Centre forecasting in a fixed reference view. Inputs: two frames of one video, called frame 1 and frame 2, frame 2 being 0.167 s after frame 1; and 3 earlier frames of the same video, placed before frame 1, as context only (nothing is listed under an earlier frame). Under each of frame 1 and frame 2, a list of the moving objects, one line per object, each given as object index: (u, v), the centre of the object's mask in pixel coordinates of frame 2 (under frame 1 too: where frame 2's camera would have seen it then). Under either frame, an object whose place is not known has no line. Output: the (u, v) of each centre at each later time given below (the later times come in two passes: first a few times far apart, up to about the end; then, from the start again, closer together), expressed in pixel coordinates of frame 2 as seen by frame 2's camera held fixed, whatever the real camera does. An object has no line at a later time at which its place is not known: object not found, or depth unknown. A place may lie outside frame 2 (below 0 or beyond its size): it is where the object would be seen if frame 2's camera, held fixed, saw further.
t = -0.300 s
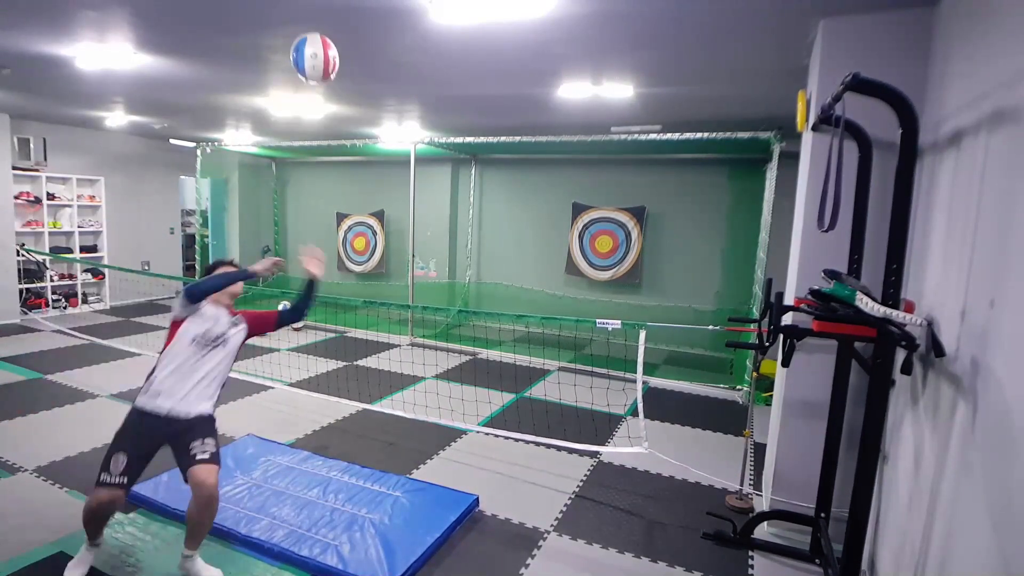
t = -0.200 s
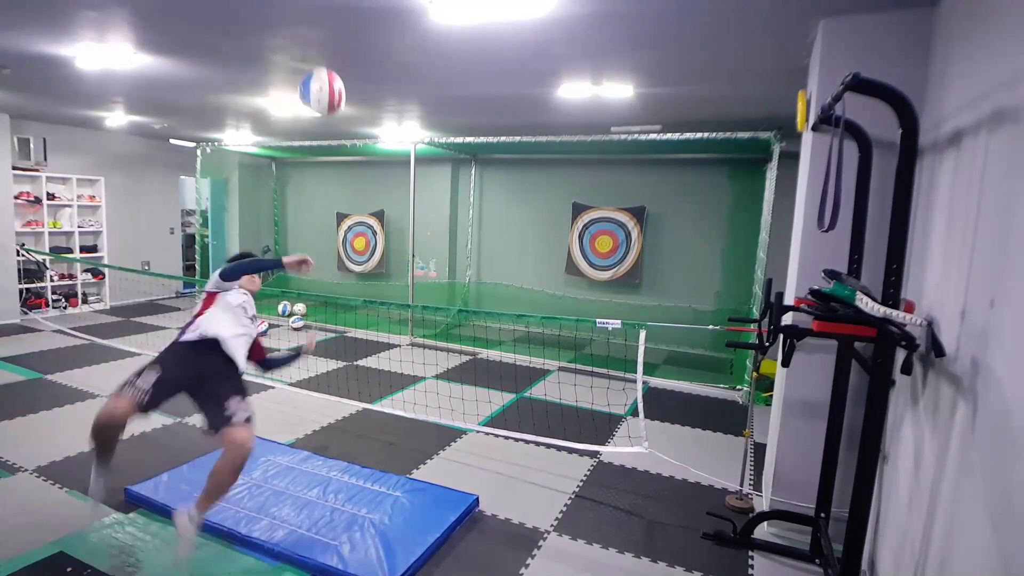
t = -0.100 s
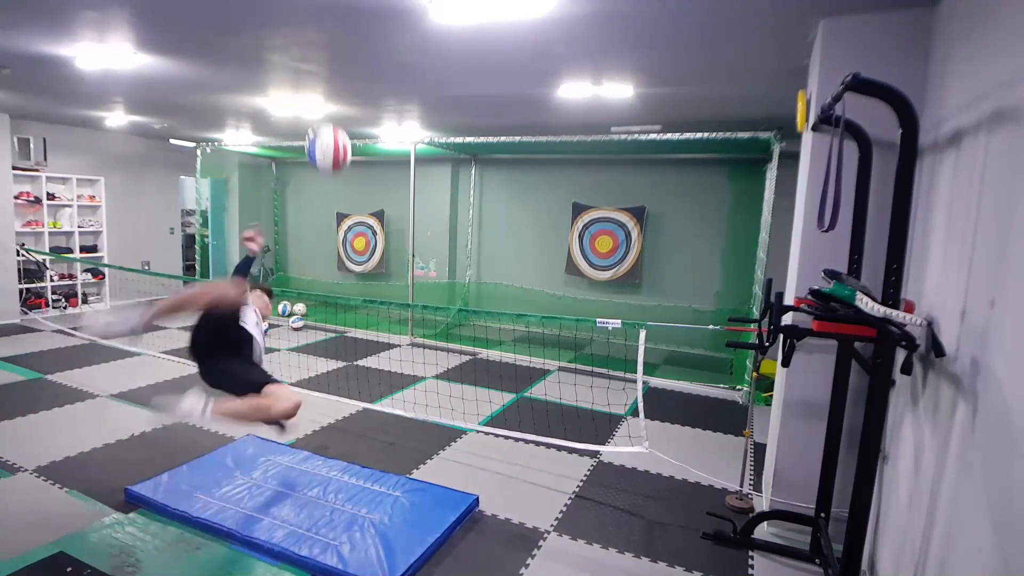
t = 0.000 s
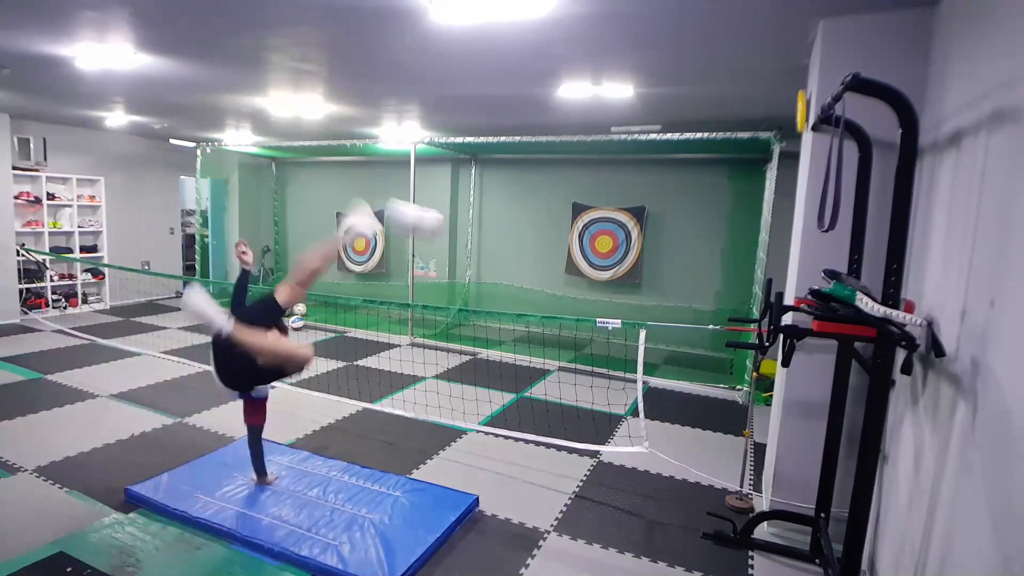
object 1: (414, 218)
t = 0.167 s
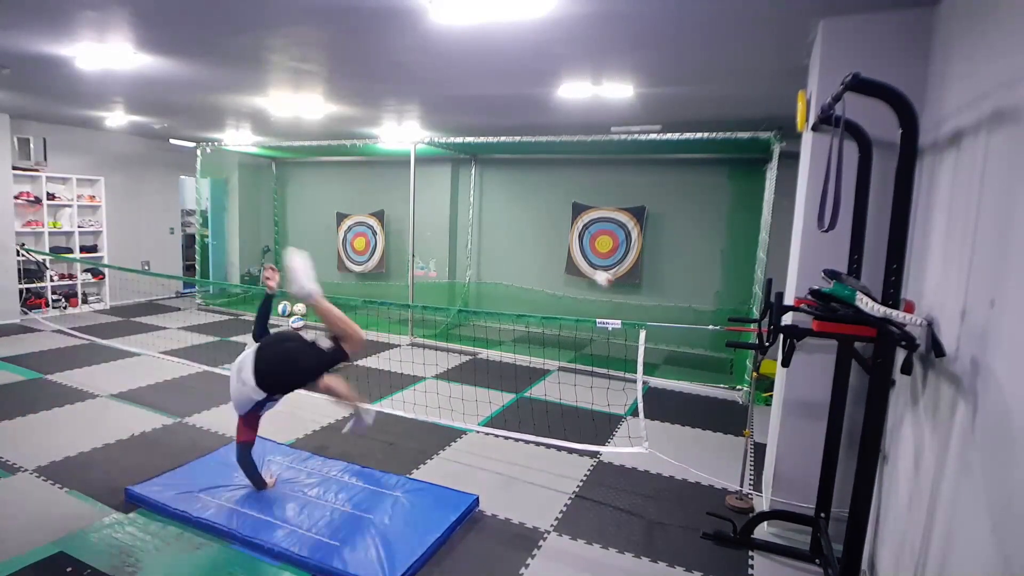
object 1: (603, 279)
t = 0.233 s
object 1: (629, 293)
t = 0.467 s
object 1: (613, 306)
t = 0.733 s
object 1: (582, 400)
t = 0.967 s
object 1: (562, 374)
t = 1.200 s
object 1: (533, 413)
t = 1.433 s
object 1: (516, 472)
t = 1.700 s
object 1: (511, 483)
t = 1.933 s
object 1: (505, 531)
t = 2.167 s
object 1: (498, 556)
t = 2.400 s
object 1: (496, 571)
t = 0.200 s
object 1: (618, 288)
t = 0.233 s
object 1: (629, 293)
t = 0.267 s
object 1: (628, 291)
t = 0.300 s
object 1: (627, 291)
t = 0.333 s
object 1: (624, 292)
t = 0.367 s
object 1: (622, 294)
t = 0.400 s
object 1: (619, 297)
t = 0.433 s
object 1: (616, 301)
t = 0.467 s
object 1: (613, 306)
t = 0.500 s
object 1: (610, 311)
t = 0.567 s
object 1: (603, 332)
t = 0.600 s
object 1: (600, 339)
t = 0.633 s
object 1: (596, 351)
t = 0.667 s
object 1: (591, 365)
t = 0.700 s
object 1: (586, 381)
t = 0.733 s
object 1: (582, 400)
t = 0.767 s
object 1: (578, 396)
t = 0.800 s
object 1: (576, 390)
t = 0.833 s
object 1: (574, 384)
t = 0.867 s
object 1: (571, 379)
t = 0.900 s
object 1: (570, 376)
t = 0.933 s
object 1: (566, 374)
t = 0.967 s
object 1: (562, 374)
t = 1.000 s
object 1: (560, 375)
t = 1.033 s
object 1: (556, 377)
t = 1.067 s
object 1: (552, 380)
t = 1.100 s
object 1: (547, 386)
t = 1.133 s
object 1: (542, 393)
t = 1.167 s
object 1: (536, 404)
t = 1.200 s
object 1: (533, 413)
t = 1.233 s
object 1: (528, 422)
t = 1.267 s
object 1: (525, 430)
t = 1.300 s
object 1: (522, 437)
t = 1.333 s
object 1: (520, 442)
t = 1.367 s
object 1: (519, 450)
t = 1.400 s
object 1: (517, 462)
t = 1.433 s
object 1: (516, 472)
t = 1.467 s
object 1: (515, 485)
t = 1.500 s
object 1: (513, 497)
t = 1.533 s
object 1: (513, 489)
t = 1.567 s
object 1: (513, 485)
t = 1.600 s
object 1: (512, 481)
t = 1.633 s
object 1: (512, 480)
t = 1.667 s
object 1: (511, 480)
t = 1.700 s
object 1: (511, 483)
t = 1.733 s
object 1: (510, 487)
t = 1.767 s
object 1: (509, 493)
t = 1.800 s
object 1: (509, 501)
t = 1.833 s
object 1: (508, 511)
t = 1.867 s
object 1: (507, 526)
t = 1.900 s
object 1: (506, 535)
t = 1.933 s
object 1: (505, 531)
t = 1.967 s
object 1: (505, 528)
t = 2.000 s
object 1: (504, 528)
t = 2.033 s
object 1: (504, 530)
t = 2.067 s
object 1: (503, 534)
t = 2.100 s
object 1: (502, 539)
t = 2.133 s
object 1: (500, 546)
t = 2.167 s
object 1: (498, 556)
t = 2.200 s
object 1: (498, 563)
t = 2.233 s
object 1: (498, 563)
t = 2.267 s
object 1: (498, 562)
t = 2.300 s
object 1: (498, 563)
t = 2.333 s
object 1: (498, 565)
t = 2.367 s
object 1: (497, 567)
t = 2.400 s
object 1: (496, 571)
